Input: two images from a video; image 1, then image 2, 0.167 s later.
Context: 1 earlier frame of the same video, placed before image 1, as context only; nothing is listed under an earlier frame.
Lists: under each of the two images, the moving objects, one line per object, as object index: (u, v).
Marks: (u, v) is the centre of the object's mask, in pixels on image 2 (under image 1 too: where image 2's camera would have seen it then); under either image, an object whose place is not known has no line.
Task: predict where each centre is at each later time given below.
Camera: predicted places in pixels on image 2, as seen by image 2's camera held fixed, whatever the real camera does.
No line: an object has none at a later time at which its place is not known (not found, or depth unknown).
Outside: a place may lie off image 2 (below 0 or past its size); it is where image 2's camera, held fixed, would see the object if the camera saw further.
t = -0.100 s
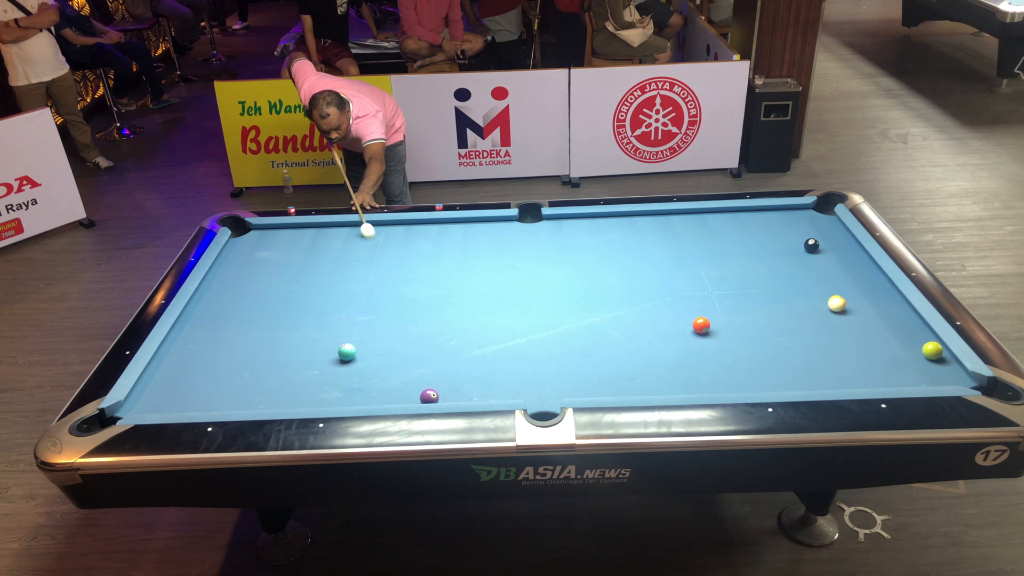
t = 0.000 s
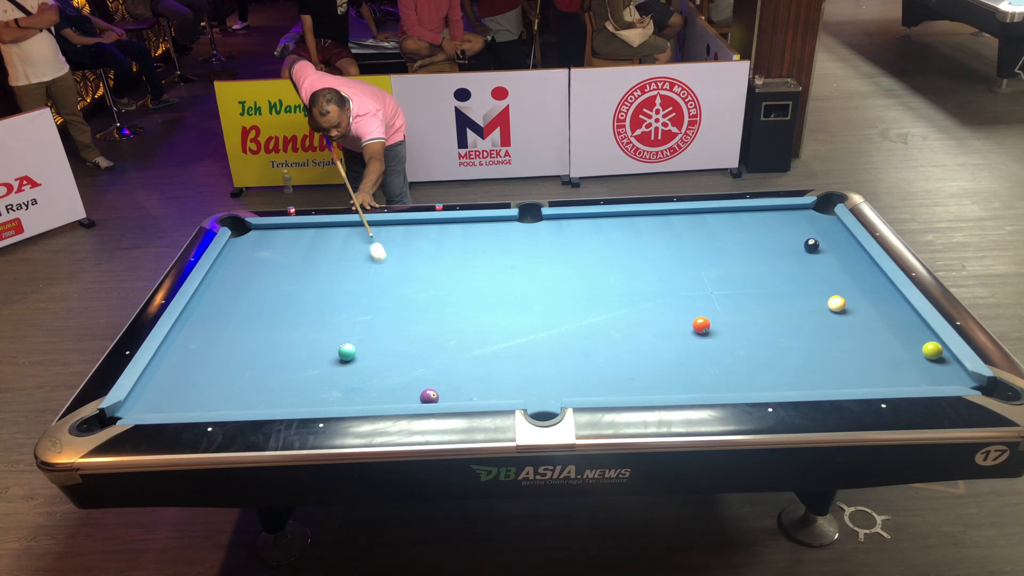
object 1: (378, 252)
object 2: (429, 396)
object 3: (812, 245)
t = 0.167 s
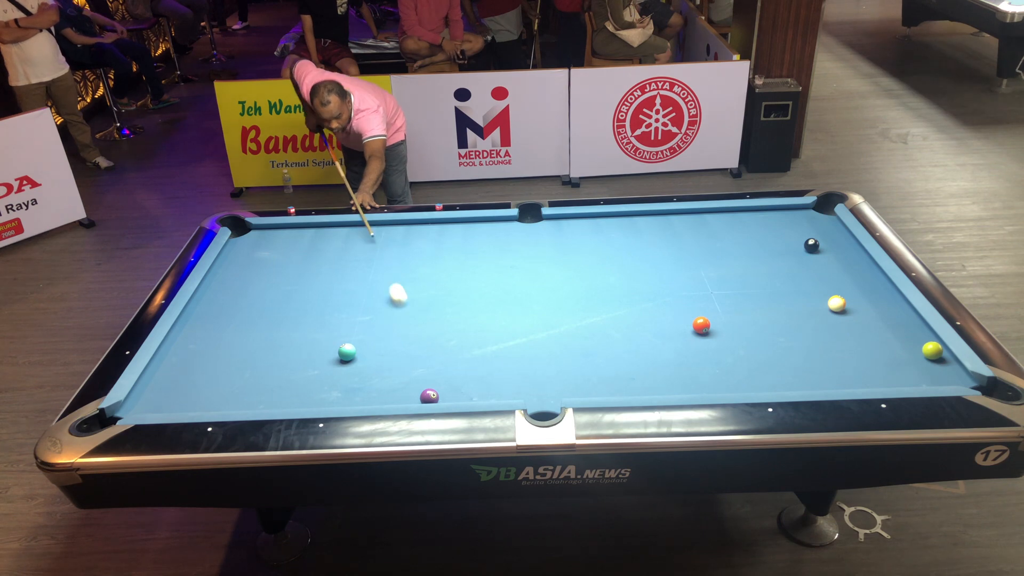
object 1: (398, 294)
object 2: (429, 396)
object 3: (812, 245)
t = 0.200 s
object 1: (402, 303)
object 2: (429, 396)
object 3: (812, 245)
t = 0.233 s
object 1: (407, 313)
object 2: (429, 396)
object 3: (812, 245)
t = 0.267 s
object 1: (412, 323)
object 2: (429, 396)
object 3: (812, 245)
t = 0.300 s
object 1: (417, 334)
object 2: (429, 396)
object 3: (812, 245)
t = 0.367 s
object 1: (427, 356)
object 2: (429, 396)
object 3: (812, 245)
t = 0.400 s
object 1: (433, 368)
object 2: (429, 396)
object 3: (812, 245)
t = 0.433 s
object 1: (439, 380)
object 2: (429, 396)
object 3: (812, 245)
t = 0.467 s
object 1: (450, 391)
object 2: (425, 398)
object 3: (812, 245)
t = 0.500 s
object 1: (463, 395)
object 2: (422, 396)
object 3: (812, 245)
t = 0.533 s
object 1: (475, 393)
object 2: (420, 394)
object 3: (812, 245)
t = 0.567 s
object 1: (484, 389)
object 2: (418, 393)
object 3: (812, 245)
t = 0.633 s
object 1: (501, 380)
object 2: (415, 386)
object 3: (812, 245)
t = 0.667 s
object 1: (509, 377)
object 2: (413, 383)
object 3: (812, 245)
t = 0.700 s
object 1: (517, 373)
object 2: (411, 381)
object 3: (812, 245)
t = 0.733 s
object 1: (525, 369)
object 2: (410, 378)
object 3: (811, 245)
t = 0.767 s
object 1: (533, 366)
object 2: (408, 375)
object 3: (811, 245)
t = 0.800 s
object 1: (541, 363)
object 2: (407, 372)
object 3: (811, 245)
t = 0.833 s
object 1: (548, 359)
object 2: (405, 370)
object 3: (811, 245)
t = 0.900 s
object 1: (563, 353)
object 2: (402, 365)
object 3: (812, 245)
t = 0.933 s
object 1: (570, 350)
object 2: (401, 363)
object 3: (812, 245)
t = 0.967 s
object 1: (577, 347)
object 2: (399, 360)
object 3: (812, 245)
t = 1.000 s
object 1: (584, 344)
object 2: (398, 358)
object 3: (812, 245)
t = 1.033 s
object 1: (592, 341)
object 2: (397, 355)
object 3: (812, 245)
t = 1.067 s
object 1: (598, 338)
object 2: (395, 353)
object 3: (812, 245)
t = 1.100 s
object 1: (605, 335)
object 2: (394, 351)
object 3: (812, 245)
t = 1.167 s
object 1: (619, 330)
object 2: (391, 346)
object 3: (812, 245)
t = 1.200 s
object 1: (625, 327)
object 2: (390, 344)
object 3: (812, 245)
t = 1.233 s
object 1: (631, 324)
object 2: (389, 342)
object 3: (812, 245)
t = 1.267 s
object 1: (638, 321)
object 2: (387, 341)
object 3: (812, 245)
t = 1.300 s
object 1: (644, 319)
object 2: (386, 338)
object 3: (812, 245)
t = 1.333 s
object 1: (651, 316)
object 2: (385, 336)
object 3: (812, 245)
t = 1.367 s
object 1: (657, 314)
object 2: (384, 334)
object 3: (812, 245)
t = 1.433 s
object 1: (669, 308)
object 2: (381, 331)
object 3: (811, 245)
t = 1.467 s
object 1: (675, 306)
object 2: (380, 329)
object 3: (812, 245)
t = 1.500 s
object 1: (680, 304)
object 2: (379, 326)
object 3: (812, 245)
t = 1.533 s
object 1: (686, 301)
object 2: (378, 325)
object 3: (812, 245)
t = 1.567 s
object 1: (692, 299)
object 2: (377, 323)
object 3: (812, 245)
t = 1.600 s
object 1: (697, 296)
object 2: (376, 321)
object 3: (812, 245)
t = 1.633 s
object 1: (703, 294)
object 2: (375, 320)
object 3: (812, 245)
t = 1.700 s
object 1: (714, 289)
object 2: (373, 316)
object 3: (812, 245)
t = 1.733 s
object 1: (719, 287)
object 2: (372, 314)
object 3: (812, 245)
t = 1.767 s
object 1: (725, 285)
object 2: (371, 313)
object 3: (812, 245)
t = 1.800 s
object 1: (730, 282)
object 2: (370, 311)
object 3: (812, 245)
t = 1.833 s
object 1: (735, 280)
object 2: (369, 310)
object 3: (812, 245)
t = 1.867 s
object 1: (741, 278)
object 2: (368, 308)
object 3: (812, 245)
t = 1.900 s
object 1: (745, 276)
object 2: (367, 306)
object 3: (812, 245)
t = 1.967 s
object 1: (755, 271)
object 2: (365, 303)
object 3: (812, 245)
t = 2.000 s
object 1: (760, 270)
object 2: (364, 302)
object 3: (812, 245)
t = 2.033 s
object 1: (765, 268)
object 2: (363, 300)
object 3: (812, 245)
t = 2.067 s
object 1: (770, 266)
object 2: (362, 299)
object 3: (812, 245)
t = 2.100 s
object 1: (774, 264)
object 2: (361, 297)
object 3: (812, 245)
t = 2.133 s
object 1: (779, 262)
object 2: (361, 296)
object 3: (812, 245)
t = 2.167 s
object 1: (784, 260)
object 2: (360, 295)
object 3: (812, 245)
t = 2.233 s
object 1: (793, 256)
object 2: (358, 292)
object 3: (812, 245)
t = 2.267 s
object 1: (797, 254)
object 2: (357, 290)
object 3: (812, 245)
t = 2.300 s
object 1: (802, 252)
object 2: (357, 289)
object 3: (813, 244)
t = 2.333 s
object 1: (805, 251)
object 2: (356, 288)
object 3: (813, 243)
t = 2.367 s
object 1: (808, 251)
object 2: (355, 287)
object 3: (815, 242)
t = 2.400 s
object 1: (810, 251)
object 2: (354, 285)
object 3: (816, 240)
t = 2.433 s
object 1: (812, 251)
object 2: (353, 284)
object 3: (818, 239)
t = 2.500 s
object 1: (817, 251)
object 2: (352, 281)
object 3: (821, 237)
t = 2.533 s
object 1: (819, 250)
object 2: (351, 280)
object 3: (823, 236)
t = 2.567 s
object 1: (821, 250)
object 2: (350, 279)
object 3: (824, 234)
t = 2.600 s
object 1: (824, 250)
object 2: (350, 278)
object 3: (826, 233)
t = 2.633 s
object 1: (826, 250)
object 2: (349, 277)
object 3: (827, 232)
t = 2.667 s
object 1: (828, 250)
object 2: (348, 276)
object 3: (829, 230)
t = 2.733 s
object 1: (832, 249)
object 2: (347, 273)
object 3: (832, 228)
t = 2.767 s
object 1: (834, 249)
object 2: (346, 272)
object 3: (833, 226)
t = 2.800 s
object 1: (836, 249)
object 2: (346, 271)
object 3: (835, 225)
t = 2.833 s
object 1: (838, 249)
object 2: (345, 270)
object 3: (836, 224)
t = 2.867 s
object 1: (840, 249)
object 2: (344, 269)
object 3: (835, 223)
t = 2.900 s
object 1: (842, 248)
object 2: (344, 268)
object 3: (833, 223)
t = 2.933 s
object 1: (844, 249)
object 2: (343, 267)
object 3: (831, 222)
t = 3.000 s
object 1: (848, 248)
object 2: (342, 265)
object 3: (828, 220)
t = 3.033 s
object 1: (850, 248)
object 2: (341, 264)
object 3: (826, 220)
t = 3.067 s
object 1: (852, 248)
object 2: (341, 263)
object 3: (825, 220)
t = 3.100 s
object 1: (853, 248)
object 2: (340, 262)
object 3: (823, 219)
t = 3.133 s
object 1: (855, 248)
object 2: (339, 261)
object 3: (822, 218)
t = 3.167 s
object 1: (855, 247)
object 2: (339, 261)
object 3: (820, 218)
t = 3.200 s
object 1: (854, 247)
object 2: (338, 260)
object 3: (819, 217)
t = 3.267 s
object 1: (851, 246)
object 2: (337, 258)
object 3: (816, 216)
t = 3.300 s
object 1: (851, 246)
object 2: (337, 257)
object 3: (814, 215)
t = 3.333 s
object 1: (849, 246)
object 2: (336, 256)
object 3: (813, 215)
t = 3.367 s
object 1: (848, 246)
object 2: (335, 256)
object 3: (812, 214)
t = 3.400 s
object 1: (847, 246)
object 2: (335, 255)
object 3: (810, 214)
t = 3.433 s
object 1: (847, 245)
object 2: (335, 254)
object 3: (809, 213)
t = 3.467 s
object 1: (845, 245)
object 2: (334, 253)
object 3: (807, 213)
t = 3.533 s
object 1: (844, 245)
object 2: (333, 252)
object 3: (805, 212)
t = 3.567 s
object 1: (843, 244)
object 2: (333, 251)
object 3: (804, 211)
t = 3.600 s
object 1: (842, 244)
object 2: (332, 250)
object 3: (802, 211)
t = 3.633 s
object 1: (841, 244)
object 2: (332, 249)
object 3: (801, 210)
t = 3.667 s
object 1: (841, 244)
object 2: (331, 249)
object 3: (800, 210)
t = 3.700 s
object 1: (840, 243)
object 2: (331, 248)
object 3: (799, 210)
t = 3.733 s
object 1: (839, 243)
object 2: (330, 247)
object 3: (798, 209)
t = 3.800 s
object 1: (838, 243)
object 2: (330, 246)
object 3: (797, 209)
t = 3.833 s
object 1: (837, 243)
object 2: (329, 245)
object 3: (796, 210)
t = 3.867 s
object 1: (837, 242)
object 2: (329, 245)
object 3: (796, 210)
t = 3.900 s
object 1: (836, 242)
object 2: (329, 244)
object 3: (796, 210)
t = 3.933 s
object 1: (835, 242)
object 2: (328, 243)
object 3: (795, 210)
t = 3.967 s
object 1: (835, 242)
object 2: (328, 243)
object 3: (795, 210)
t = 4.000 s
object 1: (834, 242)
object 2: (327, 242)
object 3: (795, 211)
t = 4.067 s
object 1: (833, 241)
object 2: (327, 241)
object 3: (794, 211)
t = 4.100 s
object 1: (833, 241)
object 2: (326, 241)
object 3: (794, 211)
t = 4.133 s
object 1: (832, 241)
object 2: (326, 240)
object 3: (793, 211)
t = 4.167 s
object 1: (832, 241)
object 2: (326, 239)
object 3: (793, 211)
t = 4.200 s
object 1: (832, 241)
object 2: (325, 239)
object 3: (793, 211)
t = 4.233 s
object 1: (831, 241)
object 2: (325, 238)
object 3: (793, 212)
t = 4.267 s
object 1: (831, 241)
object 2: (325, 238)
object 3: (792, 212)
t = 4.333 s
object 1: (830, 241)
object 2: (324, 237)
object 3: (792, 212)
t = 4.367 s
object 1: (830, 241)
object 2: (324, 237)
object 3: (792, 212)
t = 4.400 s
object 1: (830, 241)
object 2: (323, 236)
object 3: (792, 213)
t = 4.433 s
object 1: (830, 241)
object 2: (323, 236)
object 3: (791, 213)
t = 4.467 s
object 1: (830, 241)
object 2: (323, 235)
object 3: (791, 213)
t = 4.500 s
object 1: (829, 241)
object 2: (322, 235)
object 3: (791, 213)
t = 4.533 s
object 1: (829, 241)
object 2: (322, 234)
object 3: (791, 213)
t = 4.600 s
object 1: (829, 240)
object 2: (322, 233)
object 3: (791, 213)
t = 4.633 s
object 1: (829, 240)
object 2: (321, 233)
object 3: (791, 213)
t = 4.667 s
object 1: (829, 240)
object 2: (321, 232)
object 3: (791, 213)
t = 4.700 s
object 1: (829, 240)
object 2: (321, 232)
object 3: (791, 213)
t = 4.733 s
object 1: (829, 240)
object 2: (320, 232)
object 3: (791, 213)
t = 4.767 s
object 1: (829, 240)
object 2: (320, 231)
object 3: (790, 213)
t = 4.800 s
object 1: (829, 240)
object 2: (320, 231)
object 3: (790, 213)
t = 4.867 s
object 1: (829, 240)
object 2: (319, 230)
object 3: (790, 213)
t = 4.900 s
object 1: (829, 240)
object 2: (319, 230)
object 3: (790, 214)
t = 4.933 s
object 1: (829, 240)
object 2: (319, 230)
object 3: (790, 213)
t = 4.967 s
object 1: (829, 240)
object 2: (319, 230)
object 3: (790, 213)
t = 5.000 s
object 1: (829, 240)
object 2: (319, 229)
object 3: (790, 213)
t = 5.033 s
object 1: (829, 240)
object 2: (318, 229)
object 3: (790, 213)
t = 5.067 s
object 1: (829, 240)
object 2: (318, 229)
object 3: (790, 213)
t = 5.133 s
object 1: (829, 240)
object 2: (318, 228)
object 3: (790, 213)
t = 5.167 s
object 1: (829, 240)
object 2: (318, 228)
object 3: (790, 213)
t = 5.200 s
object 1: (829, 240)
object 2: (318, 228)
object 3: (790, 213)
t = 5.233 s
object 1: (829, 240)
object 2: (318, 228)
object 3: (790, 213)
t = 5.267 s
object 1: (829, 240)
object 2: (318, 228)
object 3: (790, 213)
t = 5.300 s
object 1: (829, 240)
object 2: (317, 228)
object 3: (790, 213)
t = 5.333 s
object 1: (829, 240)
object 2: (317, 228)
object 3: (790, 213)
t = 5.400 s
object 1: (829, 240)
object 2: (317, 228)
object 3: (790, 213)
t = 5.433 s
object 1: (829, 240)
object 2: (317, 228)
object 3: (790, 213)
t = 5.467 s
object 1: (829, 240)
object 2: (317, 228)
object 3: (790, 213)
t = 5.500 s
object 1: (829, 240)
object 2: (317, 228)
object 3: (790, 213)
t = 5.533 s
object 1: (829, 240)
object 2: (317, 228)
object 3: (790, 213)
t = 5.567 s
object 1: (829, 240)
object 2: (317, 228)
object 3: (790, 213)
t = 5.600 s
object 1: (829, 240)
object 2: (316, 228)
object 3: (790, 213)
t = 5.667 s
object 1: (829, 240)
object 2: (316, 228)
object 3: (790, 213)
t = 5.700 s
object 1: (829, 240)
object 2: (316, 228)
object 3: (790, 213)
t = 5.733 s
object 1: (829, 240)
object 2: (316, 228)
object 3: (790, 213)
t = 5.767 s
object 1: (829, 240)
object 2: (316, 228)
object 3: (790, 213)
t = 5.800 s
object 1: (829, 240)
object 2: (316, 228)
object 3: (790, 213)
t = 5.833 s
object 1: (829, 240)
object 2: (316, 228)
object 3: (790, 213)
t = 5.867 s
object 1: (829, 240)
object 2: (316, 228)
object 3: (790, 213)
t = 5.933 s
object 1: (829, 240)
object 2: (316, 228)
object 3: (790, 213)
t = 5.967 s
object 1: (829, 240)
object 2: (316, 228)
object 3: (790, 213)
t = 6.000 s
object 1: (829, 240)
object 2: (316, 228)
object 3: (790, 213)
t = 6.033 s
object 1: (829, 240)
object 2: (316, 228)
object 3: (790, 213)
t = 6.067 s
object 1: (829, 240)
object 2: (316, 228)
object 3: (790, 213)
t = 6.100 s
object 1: (829, 240)
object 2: (316, 228)
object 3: (790, 213)
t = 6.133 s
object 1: (829, 240)
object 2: (316, 228)
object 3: (790, 213)
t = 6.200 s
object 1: (829, 240)
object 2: (316, 228)
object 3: (790, 213)
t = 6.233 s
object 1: (829, 240)
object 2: (316, 228)
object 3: (790, 213)
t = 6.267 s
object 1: (829, 240)
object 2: (316, 228)
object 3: (790, 213)
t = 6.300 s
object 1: (829, 240)
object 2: (316, 228)
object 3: (790, 213)
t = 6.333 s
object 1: (829, 240)
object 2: (316, 228)
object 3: (790, 213)
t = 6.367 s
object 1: (829, 240)
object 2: (316, 228)
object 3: (790, 213)
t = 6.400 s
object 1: (829, 240)
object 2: (316, 228)
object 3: (790, 213)
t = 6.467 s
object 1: (829, 240)
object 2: (316, 228)
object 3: (790, 213)
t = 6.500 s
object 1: (829, 240)
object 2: (316, 228)
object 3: (790, 213)
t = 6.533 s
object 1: (829, 240)
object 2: (316, 228)
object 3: (790, 213)
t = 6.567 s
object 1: (829, 240)
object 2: (316, 228)
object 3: (790, 213)
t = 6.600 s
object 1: (829, 240)
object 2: (316, 228)
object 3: (790, 213)
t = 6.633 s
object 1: (829, 240)
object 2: (316, 228)
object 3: (790, 213)
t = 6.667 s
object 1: (829, 240)
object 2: (316, 228)
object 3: (790, 213)
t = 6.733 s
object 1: (829, 240)
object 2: (316, 228)
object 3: (790, 213)
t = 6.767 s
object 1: (829, 240)
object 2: (316, 228)
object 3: (790, 213)
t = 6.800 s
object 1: (829, 240)
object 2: (316, 228)
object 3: (790, 213)
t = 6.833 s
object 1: (829, 240)
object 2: (316, 228)
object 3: (790, 213)
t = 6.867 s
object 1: (829, 240)
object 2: (316, 228)
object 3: (790, 213)
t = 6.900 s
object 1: (829, 240)
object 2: (316, 228)
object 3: (790, 213)
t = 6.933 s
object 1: (829, 240)
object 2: (316, 228)
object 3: (790, 213)
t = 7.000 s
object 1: (829, 240)
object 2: (316, 228)
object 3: (790, 213)
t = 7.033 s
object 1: (829, 240)
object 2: (316, 228)
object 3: (790, 213)
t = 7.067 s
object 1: (829, 240)
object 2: (316, 228)
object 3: (790, 213)
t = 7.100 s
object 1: (829, 240)
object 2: (316, 228)
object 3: (790, 213)
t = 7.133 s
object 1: (829, 240)
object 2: (316, 228)
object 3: (790, 213)
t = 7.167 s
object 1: (829, 240)
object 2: (316, 228)
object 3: (790, 213)
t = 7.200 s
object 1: (829, 240)
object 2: (316, 228)
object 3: (790, 213)
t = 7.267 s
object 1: (829, 240)
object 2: (316, 228)
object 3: (790, 213)
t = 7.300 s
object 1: (829, 240)
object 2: (316, 228)
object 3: (790, 213)
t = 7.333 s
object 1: (829, 240)
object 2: (316, 228)
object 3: (790, 213)
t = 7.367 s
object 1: (829, 240)
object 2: (316, 228)
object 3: (790, 213)
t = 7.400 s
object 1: (829, 240)
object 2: (316, 228)
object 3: (790, 213)
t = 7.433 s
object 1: (829, 240)
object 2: (316, 228)
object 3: (790, 213)
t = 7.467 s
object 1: (829, 240)
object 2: (316, 228)
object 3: (790, 213)
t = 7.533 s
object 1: (829, 240)
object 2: (316, 228)
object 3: (790, 213)
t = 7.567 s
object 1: (829, 240)
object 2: (316, 228)
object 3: (790, 213)
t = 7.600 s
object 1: (829, 240)
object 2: (316, 228)
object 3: (790, 213)
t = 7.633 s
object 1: (829, 240)
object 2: (316, 228)
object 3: (790, 213)
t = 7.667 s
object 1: (829, 240)
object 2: (316, 228)
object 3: (790, 213)
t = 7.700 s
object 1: (829, 240)
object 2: (316, 228)
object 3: (790, 213)
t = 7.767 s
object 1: (829, 240)
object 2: (316, 228)
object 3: (790, 213)
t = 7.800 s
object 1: (829, 240)
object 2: (316, 228)
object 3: (790, 213)
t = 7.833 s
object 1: (829, 240)
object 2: (316, 228)
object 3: (790, 213)
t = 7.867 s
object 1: (829, 240)
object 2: (316, 228)
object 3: (790, 213)
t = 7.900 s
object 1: (829, 240)
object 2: (316, 228)
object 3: (790, 213)
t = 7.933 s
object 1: (829, 240)
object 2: (316, 228)
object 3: (790, 213)
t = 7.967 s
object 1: (829, 240)
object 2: (316, 228)
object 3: (790, 213)
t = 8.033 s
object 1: (829, 240)
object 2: (316, 228)
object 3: (790, 213)
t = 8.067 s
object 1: (829, 240)
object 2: (316, 228)
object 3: (790, 213)
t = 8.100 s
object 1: (829, 240)
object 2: (316, 228)
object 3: (790, 213)
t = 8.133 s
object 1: (829, 240)
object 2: (316, 228)
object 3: (790, 213)
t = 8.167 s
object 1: (829, 240)
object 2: (316, 228)
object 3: (790, 213)
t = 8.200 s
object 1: (829, 240)
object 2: (316, 228)
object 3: (790, 213)
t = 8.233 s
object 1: (829, 240)
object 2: (316, 228)
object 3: (790, 213)
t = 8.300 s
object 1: (829, 240)
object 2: (316, 228)
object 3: (790, 213)
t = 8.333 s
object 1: (829, 240)
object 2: (316, 228)
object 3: (790, 213)
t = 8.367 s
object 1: (829, 240)
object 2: (316, 228)
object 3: (790, 214)
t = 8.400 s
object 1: (829, 240)
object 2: (316, 228)
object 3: (790, 213)
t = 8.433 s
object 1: (829, 240)
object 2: (316, 228)
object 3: (790, 213)
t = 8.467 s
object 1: (829, 240)
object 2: (316, 228)
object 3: (790, 213)
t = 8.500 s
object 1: (829, 240)
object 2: (316, 228)
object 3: (790, 213)
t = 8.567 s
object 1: (829, 240)
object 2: (316, 228)
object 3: (790, 213)
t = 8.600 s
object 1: (829, 240)
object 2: (316, 228)
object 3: (790, 213)
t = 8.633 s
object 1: (829, 240)
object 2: (316, 228)
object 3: (790, 213)
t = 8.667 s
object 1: (829, 240)
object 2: (316, 228)
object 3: (790, 213)
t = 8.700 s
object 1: (829, 240)
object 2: (316, 228)
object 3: (790, 213)
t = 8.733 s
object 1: (829, 240)
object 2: (316, 228)
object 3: (790, 213)
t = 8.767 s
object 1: (829, 240)
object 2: (316, 228)
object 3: (790, 213)
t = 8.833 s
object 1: (829, 240)
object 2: (316, 228)
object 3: (790, 213)
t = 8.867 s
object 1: (829, 240)
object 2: (316, 228)
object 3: (790, 213)
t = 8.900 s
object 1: (829, 240)
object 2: (316, 228)
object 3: (790, 213)
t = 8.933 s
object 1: (829, 240)
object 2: (316, 228)
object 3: (790, 213)
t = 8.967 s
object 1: (829, 240)
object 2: (316, 228)
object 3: (790, 213)
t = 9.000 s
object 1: (829, 240)
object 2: (316, 228)
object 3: (790, 213)
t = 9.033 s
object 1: (829, 240)
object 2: (316, 228)
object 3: (790, 213)
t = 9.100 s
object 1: (829, 240)
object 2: (316, 228)
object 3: (790, 213)
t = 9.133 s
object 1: (829, 240)
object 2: (316, 228)
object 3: (790, 213)
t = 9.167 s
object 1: (829, 240)
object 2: (316, 228)
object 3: (790, 213)
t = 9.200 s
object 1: (829, 240)
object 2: (316, 228)
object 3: (790, 213)
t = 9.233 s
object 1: (829, 240)
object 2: (316, 228)
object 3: (790, 213)
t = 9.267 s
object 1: (829, 240)
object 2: (316, 228)
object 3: (790, 213)
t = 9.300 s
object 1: (829, 240)
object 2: (316, 228)
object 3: (790, 213)
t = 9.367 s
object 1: (829, 240)
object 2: (316, 228)
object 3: (790, 213)
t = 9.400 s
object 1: (829, 240)
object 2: (316, 228)
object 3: (790, 213)
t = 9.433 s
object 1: (829, 240)
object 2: (316, 228)
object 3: (790, 213)
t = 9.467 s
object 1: (829, 240)
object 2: (316, 228)
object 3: (790, 213)
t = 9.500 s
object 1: (829, 240)
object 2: (316, 228)
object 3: (790, 213)
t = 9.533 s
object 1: (829, 240)
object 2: (316, 228)
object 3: (790, 213)
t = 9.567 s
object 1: (829, 240)
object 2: (316, 228)
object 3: (790, 213)
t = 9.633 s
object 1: (829, 240)
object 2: (316, 228)
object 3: (790, 213)
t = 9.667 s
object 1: (829, 240)
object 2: (316, 228)
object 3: (790, 213)
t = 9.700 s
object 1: (829, 240)
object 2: (316, 228)
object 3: (790, 213)
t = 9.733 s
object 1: (829, 240)
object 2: (316, 228)
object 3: (790, 213)
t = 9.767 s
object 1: (829, 240)
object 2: (316, 228)
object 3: (790, 213)
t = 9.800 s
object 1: (829, 240)
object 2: (316, 228)
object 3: (790, 213)
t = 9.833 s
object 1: (829, 240)
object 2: (316, 228)
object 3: (790, 213)
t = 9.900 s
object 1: (829, 240)
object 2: (316, 228)
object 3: (790, 213)
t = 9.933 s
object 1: (829, 240)
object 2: (316, 228)
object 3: (790, 213)
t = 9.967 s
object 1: (829, 240)
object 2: (316, 228)
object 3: (790, 213)
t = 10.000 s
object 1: (829, 240)
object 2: (316, 228)
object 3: (790, 213)
